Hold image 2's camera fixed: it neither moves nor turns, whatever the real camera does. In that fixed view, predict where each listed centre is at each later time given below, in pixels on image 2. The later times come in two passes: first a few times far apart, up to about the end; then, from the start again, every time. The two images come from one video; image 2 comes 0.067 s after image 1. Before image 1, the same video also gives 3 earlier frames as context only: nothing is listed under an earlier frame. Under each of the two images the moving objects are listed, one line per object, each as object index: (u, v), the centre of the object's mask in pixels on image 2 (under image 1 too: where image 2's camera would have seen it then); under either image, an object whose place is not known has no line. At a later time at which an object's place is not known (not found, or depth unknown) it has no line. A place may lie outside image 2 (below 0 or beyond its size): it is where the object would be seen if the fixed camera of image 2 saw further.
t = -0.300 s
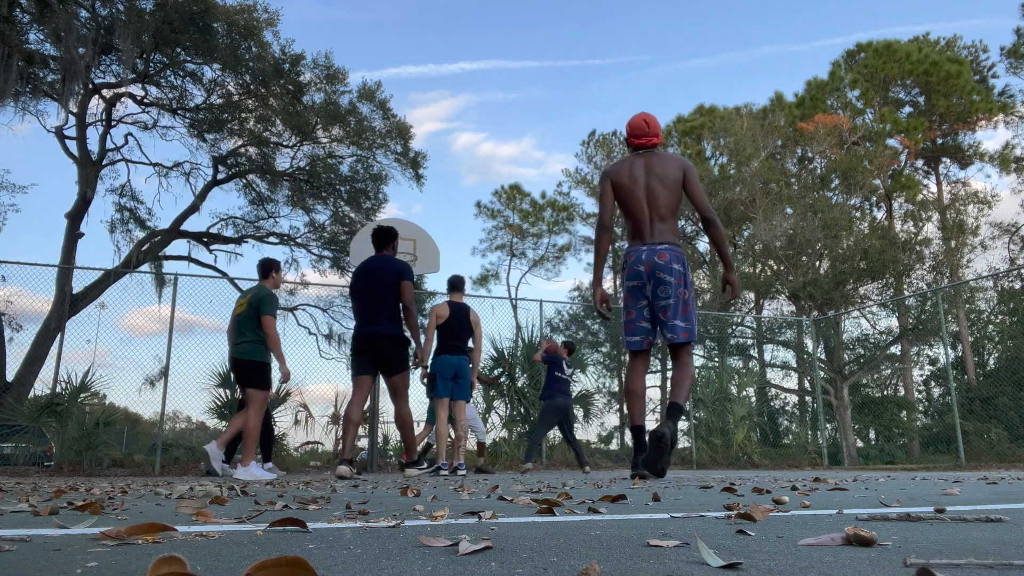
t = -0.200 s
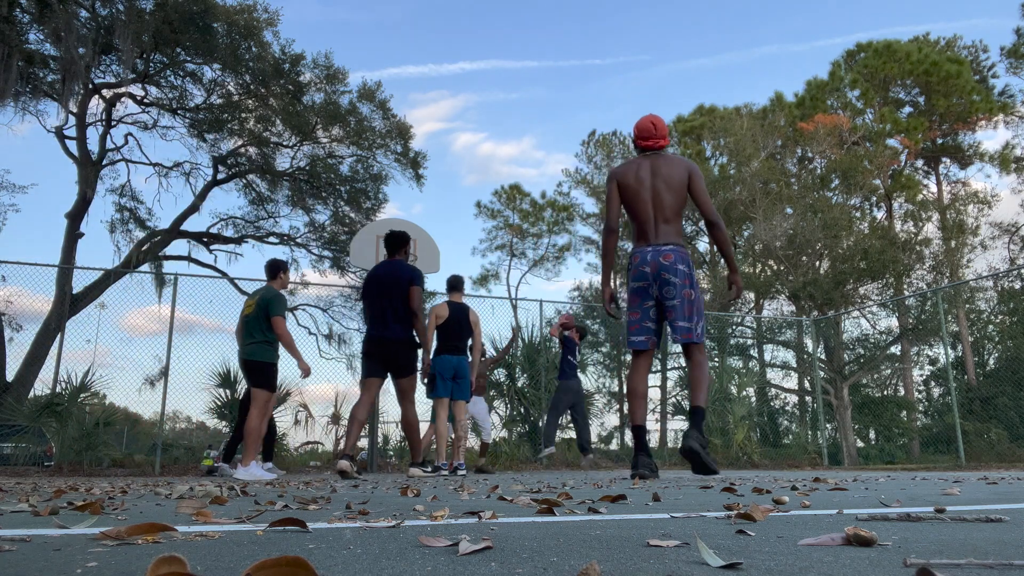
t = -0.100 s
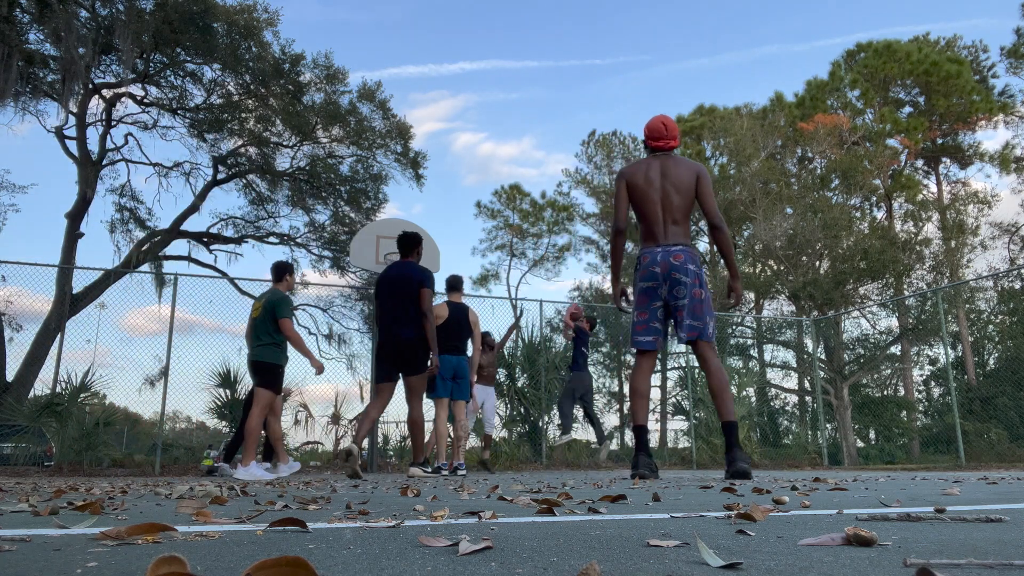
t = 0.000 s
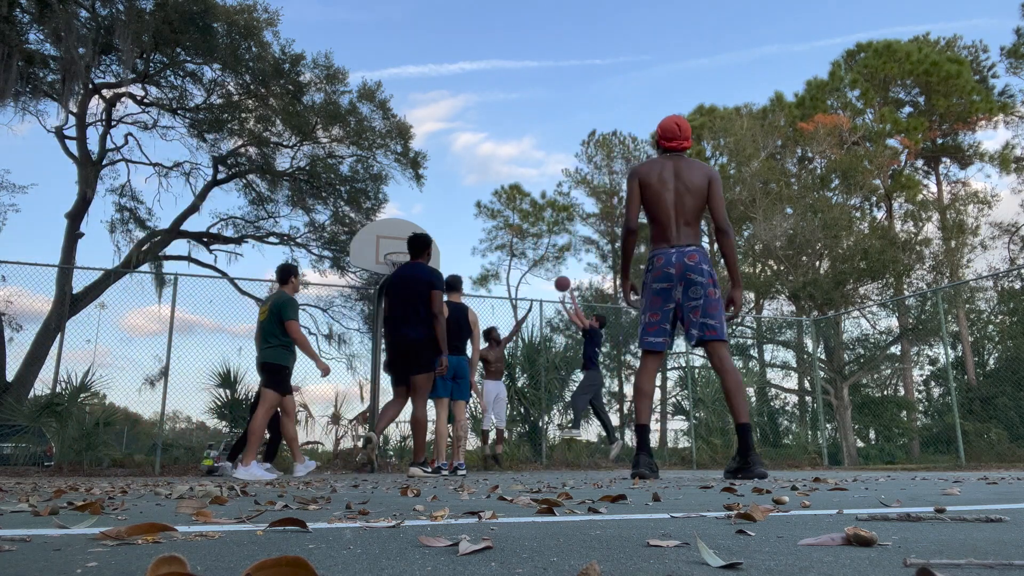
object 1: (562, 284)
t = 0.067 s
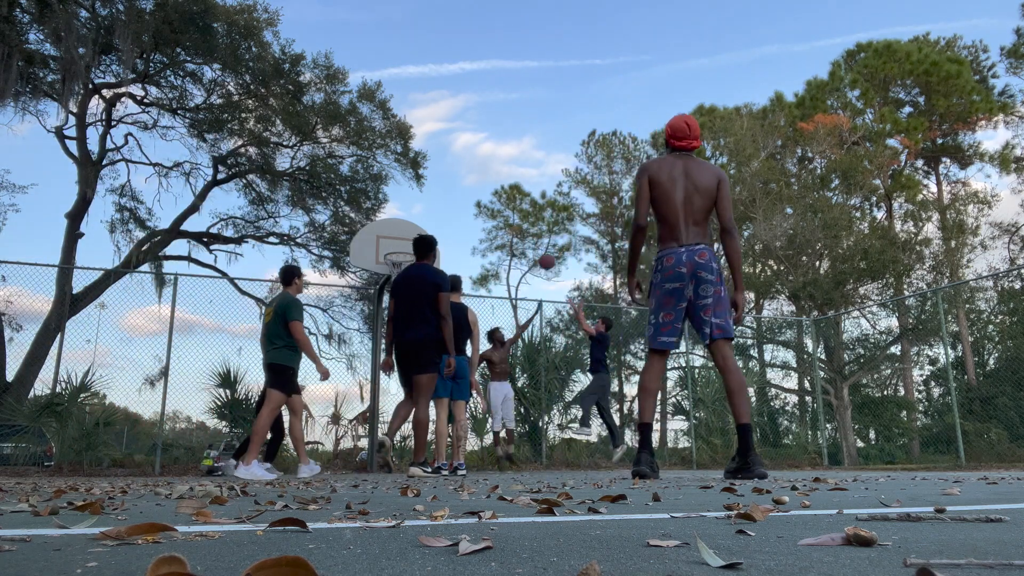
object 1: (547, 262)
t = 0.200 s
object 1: (517, 227)
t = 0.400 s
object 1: (474, 201)
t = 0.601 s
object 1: (434, 200)
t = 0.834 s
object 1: (387, 229)
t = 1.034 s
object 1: (365, 262)
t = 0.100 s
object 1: (539, 252)
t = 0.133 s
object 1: (531, 242)
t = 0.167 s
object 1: (524, 235)
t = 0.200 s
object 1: (517, 227)
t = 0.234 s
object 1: (509, 221)
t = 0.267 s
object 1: (502, 216)
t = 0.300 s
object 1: (495, 211)
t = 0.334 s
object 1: (488, 206)
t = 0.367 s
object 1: (481, 203)
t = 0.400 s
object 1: (474, 201)
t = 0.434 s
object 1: (468, 199)
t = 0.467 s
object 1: (461, 198)
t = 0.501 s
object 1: (454, 197)
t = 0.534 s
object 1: (447, 197)
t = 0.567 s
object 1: (441, 198)
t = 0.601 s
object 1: (434, 200)
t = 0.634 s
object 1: (427, 202)
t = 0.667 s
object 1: (421, 205)
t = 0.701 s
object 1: (414, 208)
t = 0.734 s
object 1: (407, 213)
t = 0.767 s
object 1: (401, 218)
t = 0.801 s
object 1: (394, 223)
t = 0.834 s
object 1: (387, 229)
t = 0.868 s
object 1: (380, 237)
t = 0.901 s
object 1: (377, 241)
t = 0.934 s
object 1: (374, 244)
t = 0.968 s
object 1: (372, 249)
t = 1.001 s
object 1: (368, 255)
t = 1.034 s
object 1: (365, 262)
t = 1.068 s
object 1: (362, 269)
